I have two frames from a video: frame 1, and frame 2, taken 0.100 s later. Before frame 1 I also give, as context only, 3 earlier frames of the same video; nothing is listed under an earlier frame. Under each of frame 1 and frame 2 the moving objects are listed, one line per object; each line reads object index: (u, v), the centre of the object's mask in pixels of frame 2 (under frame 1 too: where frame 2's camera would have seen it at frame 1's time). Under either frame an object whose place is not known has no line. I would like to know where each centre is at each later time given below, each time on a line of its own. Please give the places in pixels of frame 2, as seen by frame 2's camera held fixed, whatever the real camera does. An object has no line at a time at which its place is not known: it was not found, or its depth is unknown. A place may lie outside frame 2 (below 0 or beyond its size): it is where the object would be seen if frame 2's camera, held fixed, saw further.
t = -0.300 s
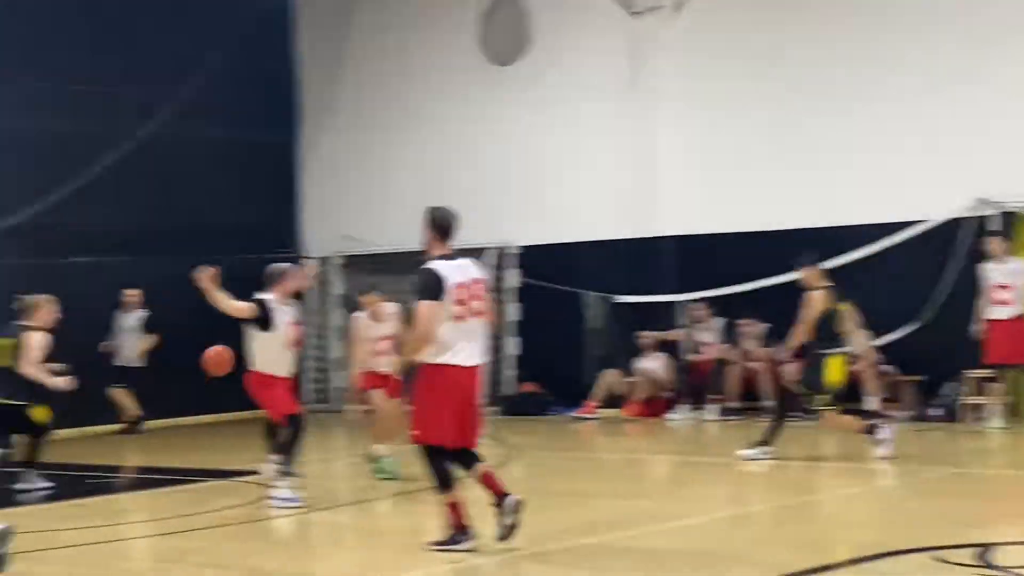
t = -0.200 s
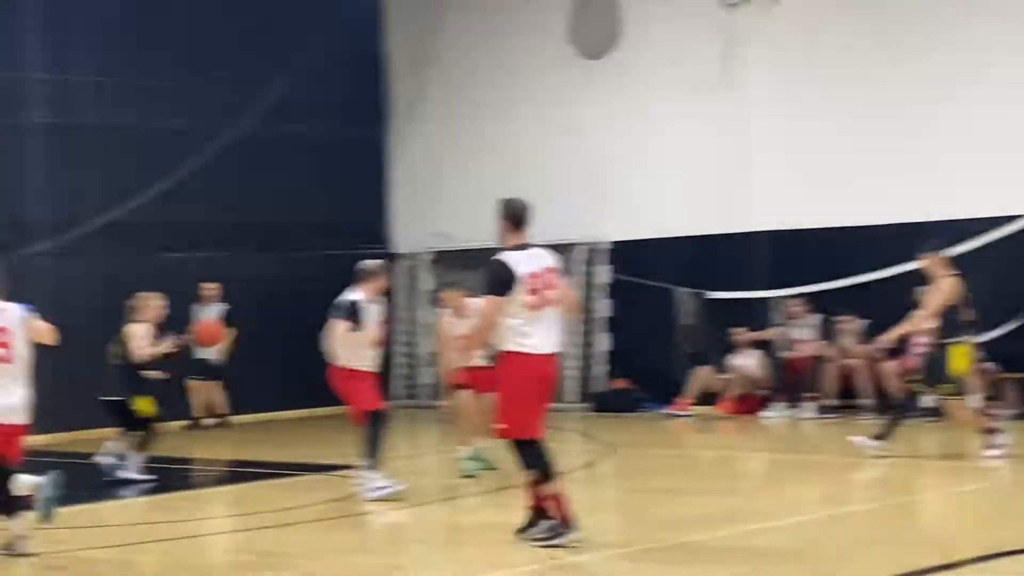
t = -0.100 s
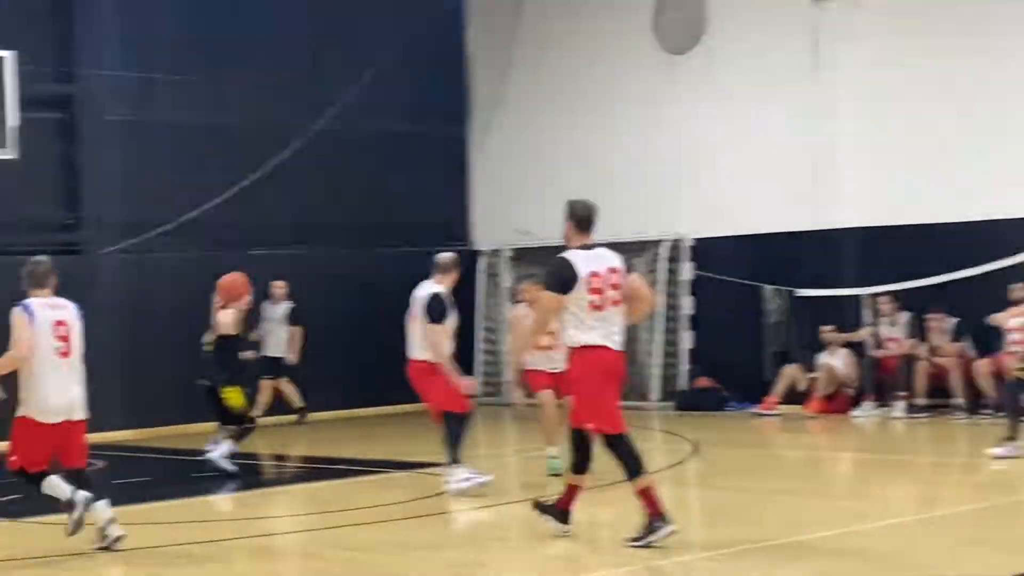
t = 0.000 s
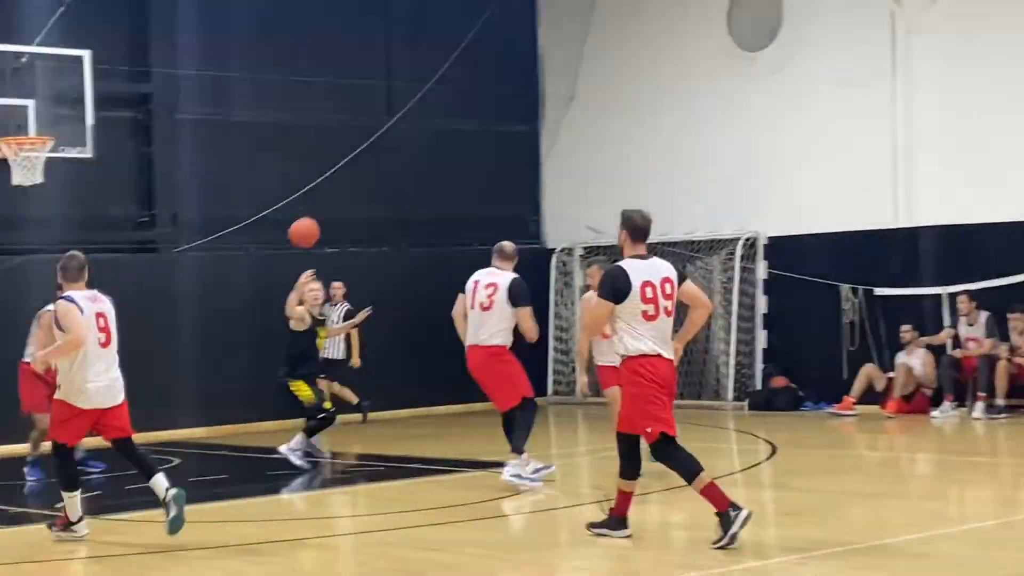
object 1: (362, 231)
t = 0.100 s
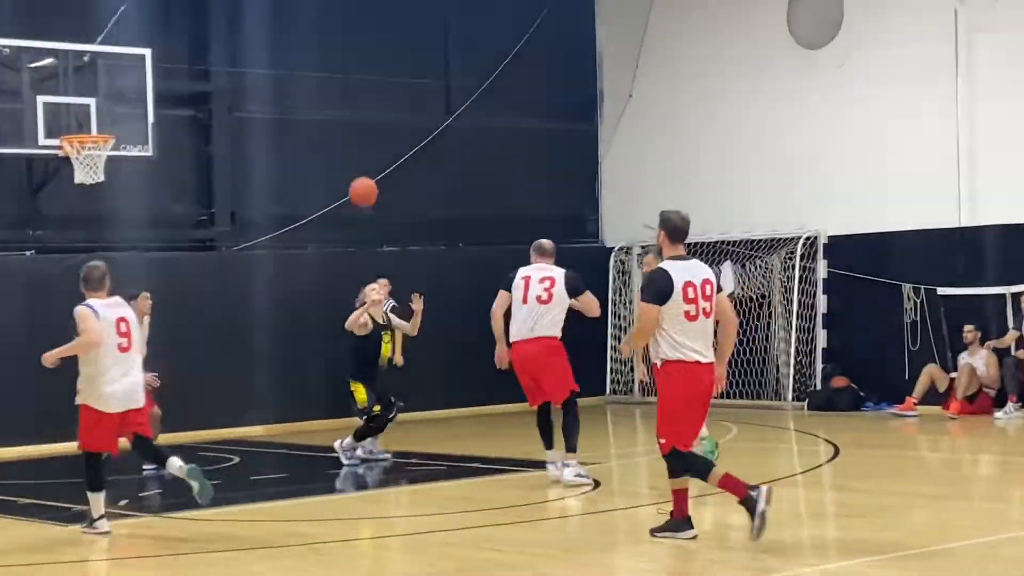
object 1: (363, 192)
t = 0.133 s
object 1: (363, 182)
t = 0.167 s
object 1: (364, 173)
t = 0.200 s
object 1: (364, 166)
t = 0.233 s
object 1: (364, 160)
